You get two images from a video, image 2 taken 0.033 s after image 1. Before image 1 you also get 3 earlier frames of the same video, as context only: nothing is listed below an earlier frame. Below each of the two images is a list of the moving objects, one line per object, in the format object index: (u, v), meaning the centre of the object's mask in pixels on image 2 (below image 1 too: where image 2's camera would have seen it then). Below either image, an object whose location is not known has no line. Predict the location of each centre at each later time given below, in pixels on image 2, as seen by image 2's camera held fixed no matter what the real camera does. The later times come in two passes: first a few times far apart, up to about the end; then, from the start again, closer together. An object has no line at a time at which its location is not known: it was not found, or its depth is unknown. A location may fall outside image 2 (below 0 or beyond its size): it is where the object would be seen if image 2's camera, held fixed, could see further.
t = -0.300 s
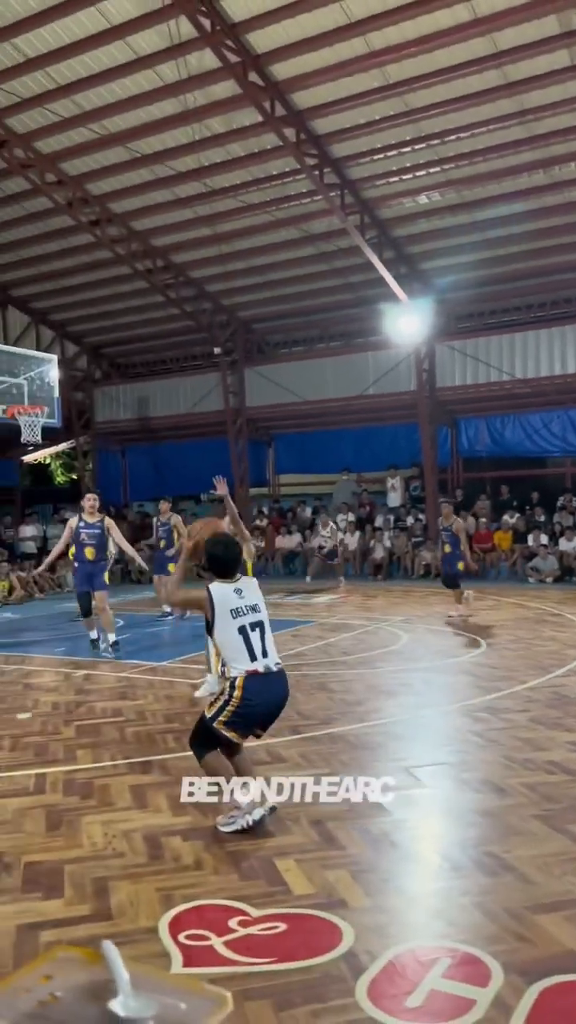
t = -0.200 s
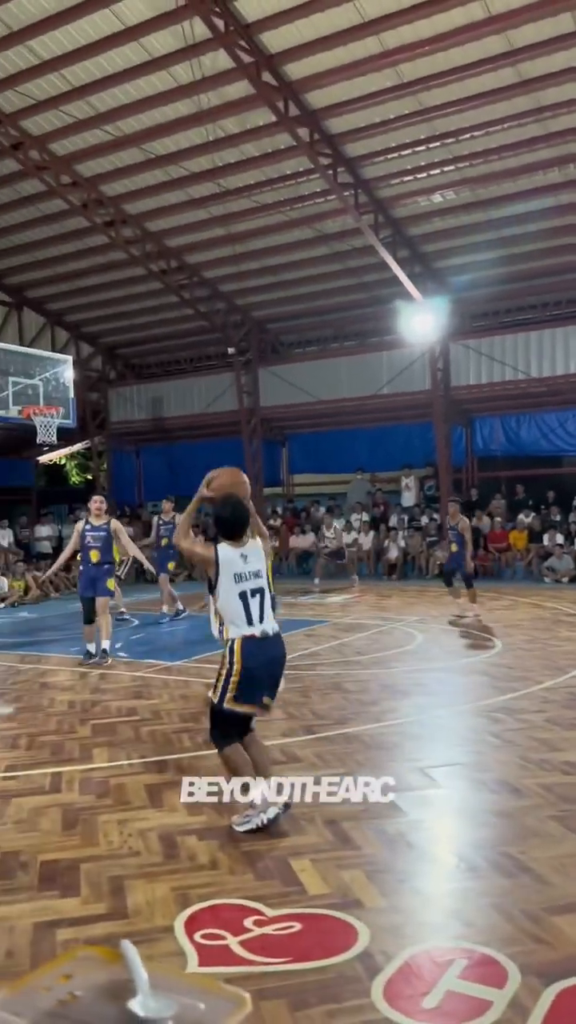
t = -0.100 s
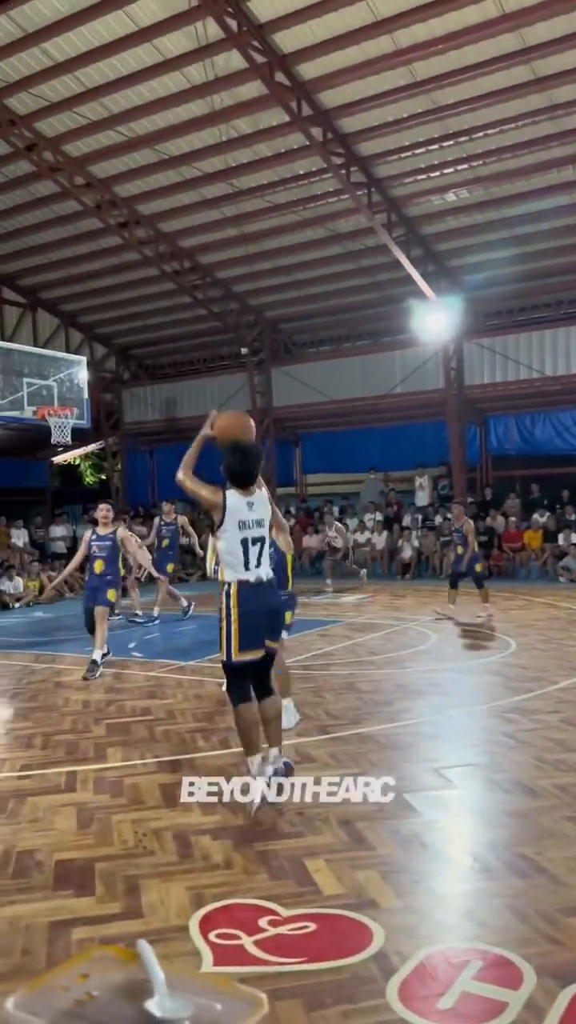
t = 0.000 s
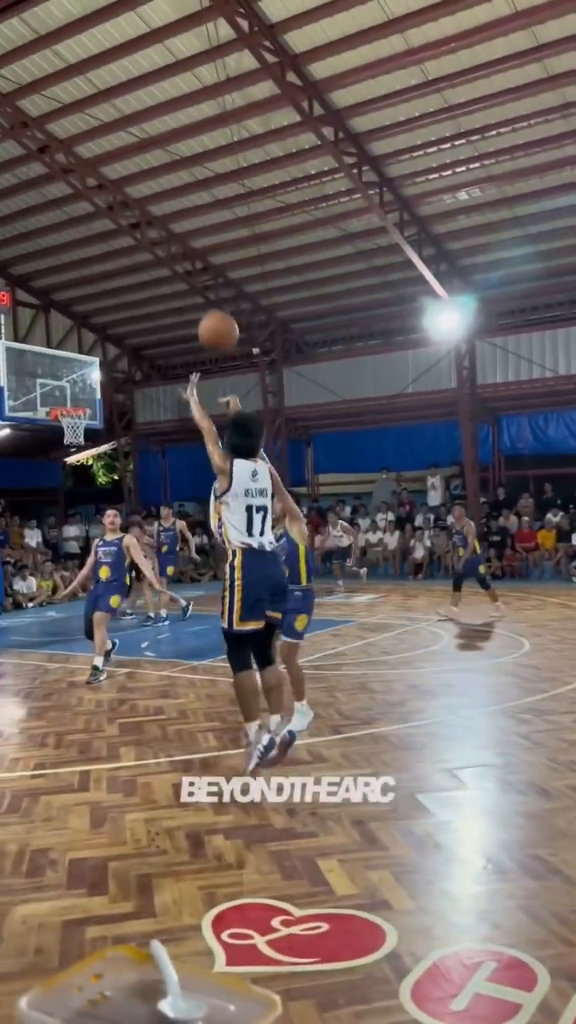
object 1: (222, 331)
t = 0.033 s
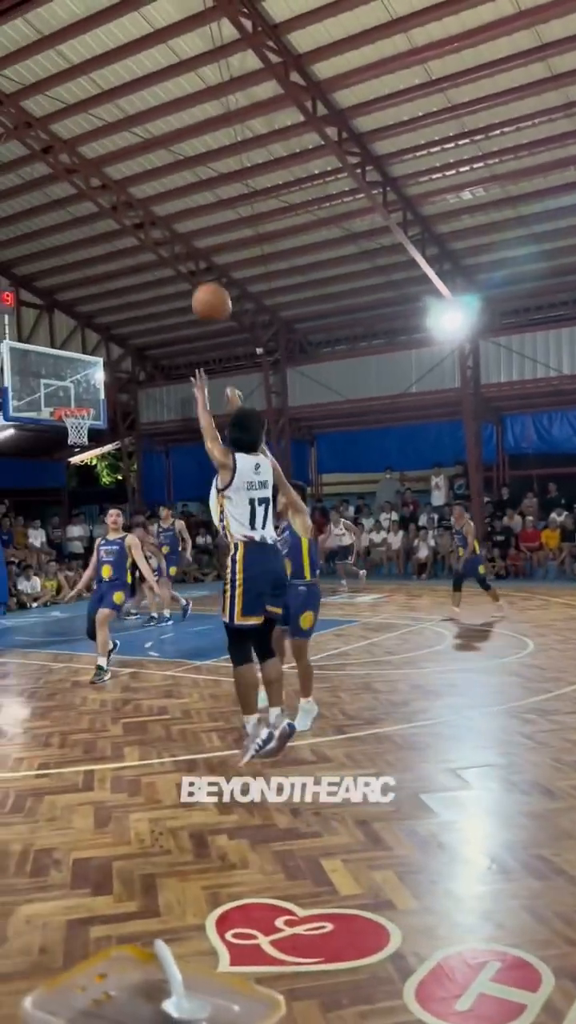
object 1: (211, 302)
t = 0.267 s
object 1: (155, 188)
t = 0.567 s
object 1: (113, 174)
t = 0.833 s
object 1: (92, 230)
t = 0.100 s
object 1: (192, 257)
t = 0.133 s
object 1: (184, 239)
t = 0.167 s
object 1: (176, 222)
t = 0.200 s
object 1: (168, 209)
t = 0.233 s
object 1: (162, 197)
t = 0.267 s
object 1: (155, 188)
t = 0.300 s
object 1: (149, 181)
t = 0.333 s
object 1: (143, 176)
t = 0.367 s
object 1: (138, 171)
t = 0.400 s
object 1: (133, 169)
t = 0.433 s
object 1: (129, 168)
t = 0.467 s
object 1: (124, 168)
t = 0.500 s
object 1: (120, 169)
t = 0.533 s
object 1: (116, 171)
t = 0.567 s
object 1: (113, 174)
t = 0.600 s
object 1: (110, 179)
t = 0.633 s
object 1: (106, 183)
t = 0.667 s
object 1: (103, 189)
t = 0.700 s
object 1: (101, 197)
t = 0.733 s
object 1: (99, 203)
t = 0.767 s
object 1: (97, 212)
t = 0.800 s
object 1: (94, 220)
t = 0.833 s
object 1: (92, 230)
